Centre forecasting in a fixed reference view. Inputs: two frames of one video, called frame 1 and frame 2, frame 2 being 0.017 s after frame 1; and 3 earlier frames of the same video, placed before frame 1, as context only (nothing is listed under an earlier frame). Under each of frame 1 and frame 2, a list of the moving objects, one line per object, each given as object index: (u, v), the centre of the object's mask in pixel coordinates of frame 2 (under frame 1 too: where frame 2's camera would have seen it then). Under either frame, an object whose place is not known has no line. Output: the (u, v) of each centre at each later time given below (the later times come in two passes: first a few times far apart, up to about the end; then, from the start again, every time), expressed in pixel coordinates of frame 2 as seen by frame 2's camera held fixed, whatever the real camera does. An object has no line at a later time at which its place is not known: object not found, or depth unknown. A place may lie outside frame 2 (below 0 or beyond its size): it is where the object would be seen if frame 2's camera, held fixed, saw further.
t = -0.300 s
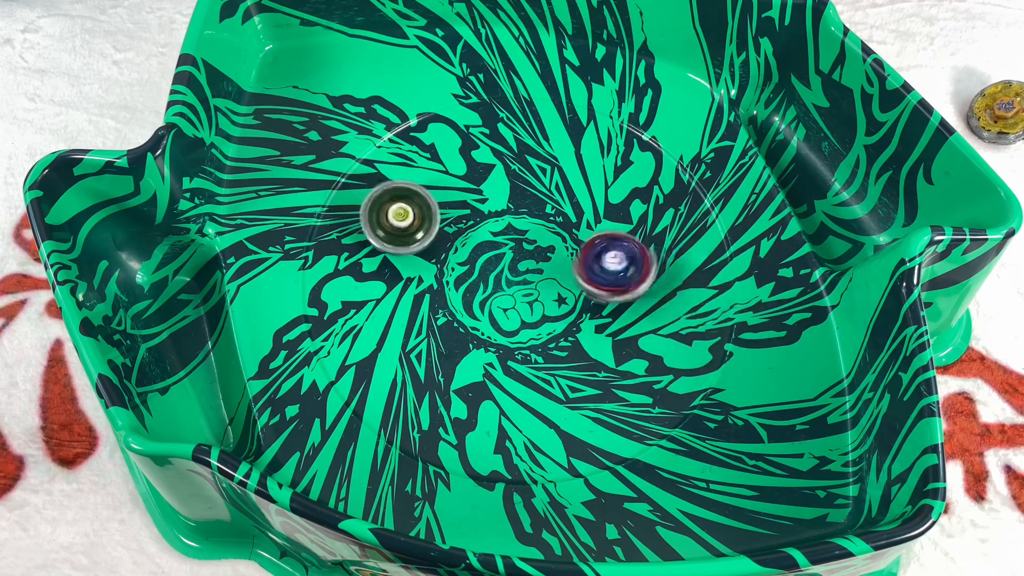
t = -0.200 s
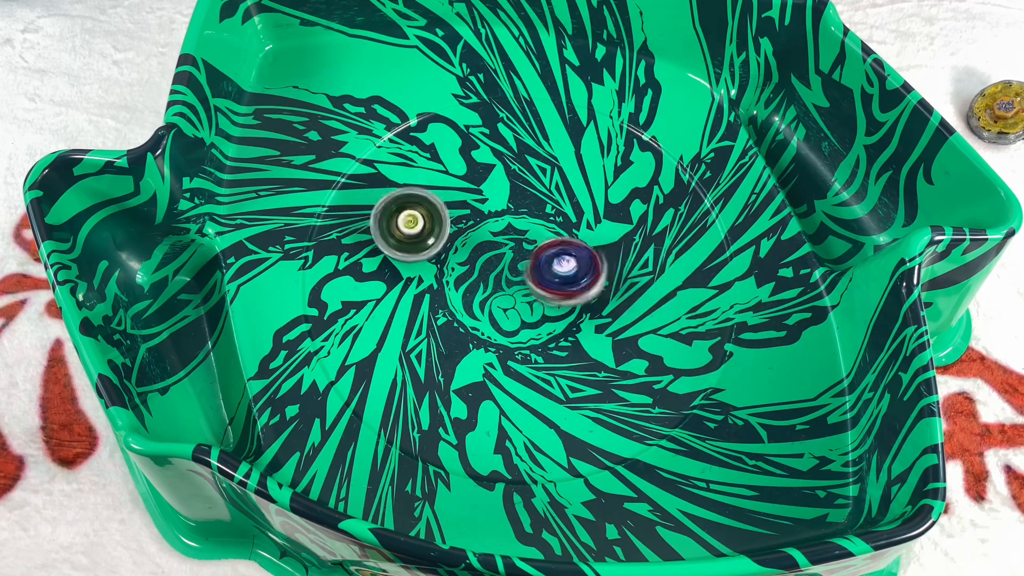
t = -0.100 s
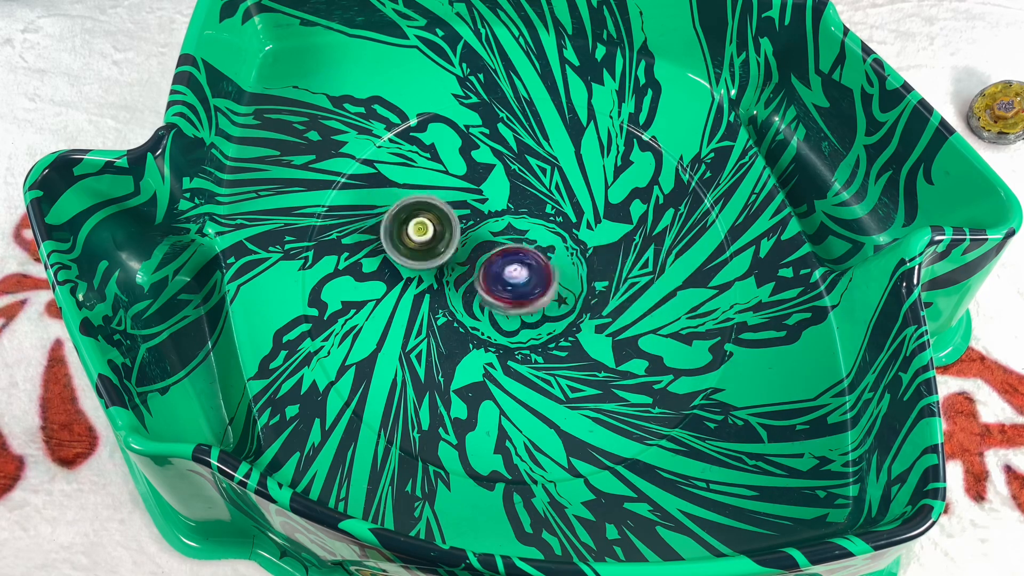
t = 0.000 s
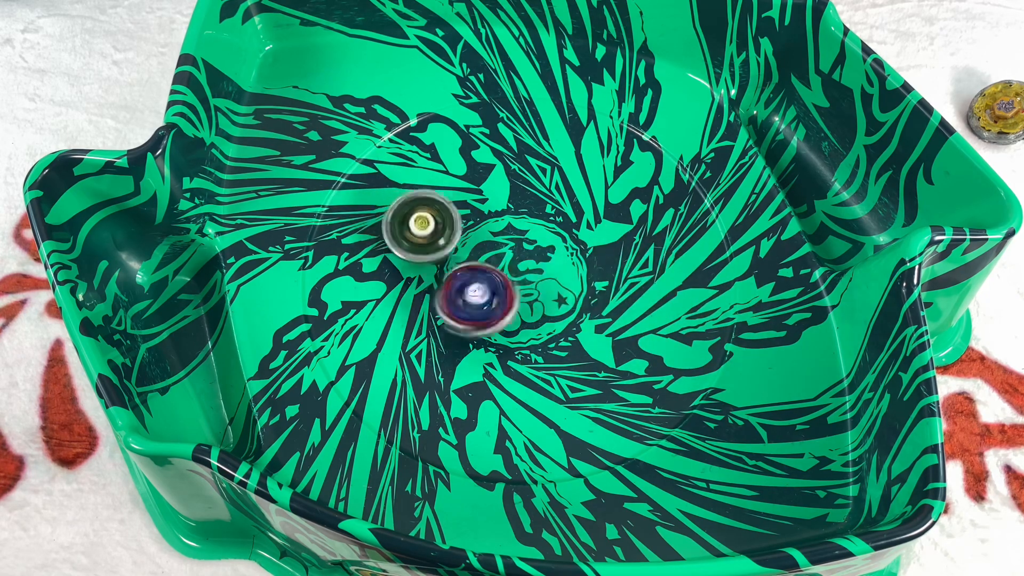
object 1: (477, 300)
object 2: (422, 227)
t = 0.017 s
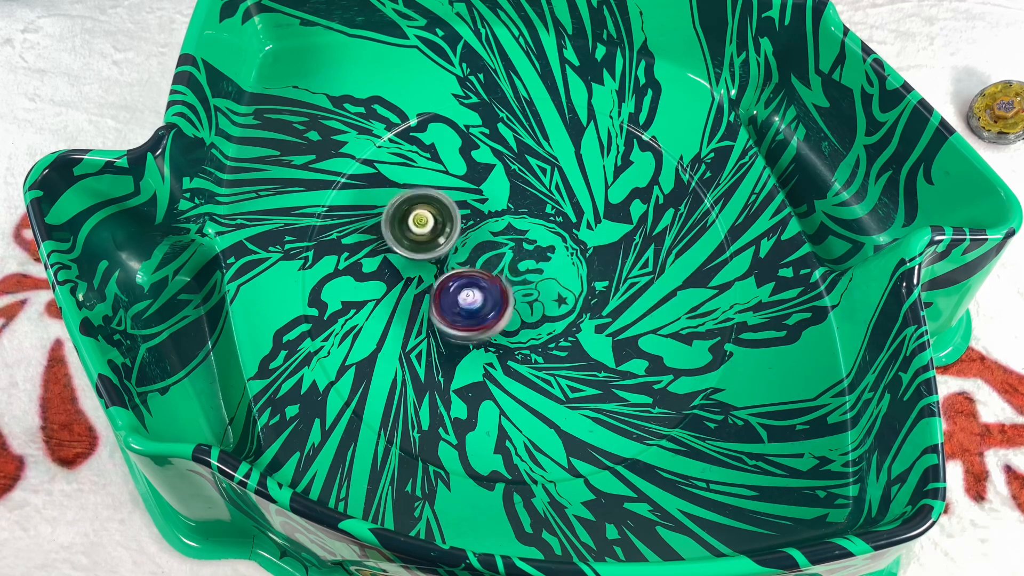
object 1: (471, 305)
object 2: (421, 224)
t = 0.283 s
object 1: (439, 389)
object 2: (435, 236)
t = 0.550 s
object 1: (502, 347)
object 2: (451, 261)
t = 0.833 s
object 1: (581, 309)
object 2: (421, 152)
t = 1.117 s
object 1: (550, 230)
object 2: (423, 173)
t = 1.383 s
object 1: (510, 255)
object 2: (373, 156)
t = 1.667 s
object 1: (563, 320)
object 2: (384, 178)
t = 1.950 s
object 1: (600, 299)
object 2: (424, 212)
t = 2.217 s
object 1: (533, 289)
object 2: (457, 230)
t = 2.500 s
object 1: (482, 342)
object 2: (416, 161)
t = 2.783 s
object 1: (466, 326)
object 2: (420, 177)
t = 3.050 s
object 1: (498, 283)
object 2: (433, 204)
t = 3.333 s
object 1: (521, 296)
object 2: (447, 220)
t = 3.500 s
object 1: (517, 294)
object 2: (448, 230)
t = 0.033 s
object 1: (466, 309)
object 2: (422, 223)
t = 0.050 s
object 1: (461, 313)
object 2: (422, 222)
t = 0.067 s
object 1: (455, 318)
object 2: (423, 222)
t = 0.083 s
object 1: (450, 324)
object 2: (424, 222)
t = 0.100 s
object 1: (445, 329)
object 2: (426, 222)
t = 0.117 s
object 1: (442, 334)
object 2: (426, 223)
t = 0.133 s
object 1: (438, 340)
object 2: (428, 224)
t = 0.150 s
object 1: (434, 345)
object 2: (428, 225)
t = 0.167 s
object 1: (431, 351)
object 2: (429, 227)
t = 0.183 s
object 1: (430, 358)
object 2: (429, 228)
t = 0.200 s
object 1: (429, 364)
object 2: (431, 229)
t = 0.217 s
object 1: (429, 370)
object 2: (431, 231)
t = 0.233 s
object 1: (430, 375)
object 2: (432, 232)
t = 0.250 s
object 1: (432, 381)
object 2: (433, 233)
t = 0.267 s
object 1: (436, 385)
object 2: (434, 234)
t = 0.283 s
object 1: (439, 389)
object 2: (435, 236)
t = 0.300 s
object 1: (442, 391)
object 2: (436, 237)
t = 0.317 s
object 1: (445, 393)
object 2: (436, 238)
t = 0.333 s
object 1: (449, 394)
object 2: (437, 239)
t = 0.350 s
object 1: (454, 394)
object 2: (438, 241)
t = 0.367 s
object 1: (458, 393)
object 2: (439, 242)
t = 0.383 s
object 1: (463, 393)
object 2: (440, 244)
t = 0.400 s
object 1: (467, 392)
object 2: (441, 245)
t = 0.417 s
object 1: (473, 389)
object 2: (441, 247)
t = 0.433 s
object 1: (478, 385)
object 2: (442, 249)
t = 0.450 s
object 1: (482, 380)
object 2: (443, 250)
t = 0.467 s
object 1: (486, 376)
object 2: (444, 251)
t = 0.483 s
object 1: (489, 371)
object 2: (446, 253)
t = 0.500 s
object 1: (494, 365)
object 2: (446, 255)
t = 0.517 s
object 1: (497, 360)
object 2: (448, 257)
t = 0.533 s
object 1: (500, 353)
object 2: (449, 259)
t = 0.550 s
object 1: (502, 347)
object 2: (451, 261)
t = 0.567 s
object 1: (504, 341)
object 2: (452, 263)
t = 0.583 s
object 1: (506, 334)
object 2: (454, 265)
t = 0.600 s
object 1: (507, 327)
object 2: (455, 267)
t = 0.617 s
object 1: (514, 332)
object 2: (452, 257)
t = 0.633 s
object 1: (521, 336)
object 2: (446, 243)
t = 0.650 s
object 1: (527, 339)
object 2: (441, 231)
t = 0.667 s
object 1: (533, 340)
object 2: (437, 219)
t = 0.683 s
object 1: (539, 339)
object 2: (434, 208)
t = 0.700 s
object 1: (546, 337)
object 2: (431, 198)
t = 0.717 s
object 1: (551, 335)
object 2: (428, 189)
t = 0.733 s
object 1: (557, 333)
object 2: (426, 180)
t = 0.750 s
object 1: (562, 330)
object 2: (425, 173)
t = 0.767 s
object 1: (567, 326)
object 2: (423, 167)
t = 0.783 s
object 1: (571, 323)
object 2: (422, 161)
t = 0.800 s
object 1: (575, 319)
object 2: (422, 158)
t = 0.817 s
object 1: (578, 314)
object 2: (422, 155)
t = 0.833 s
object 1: (581, 309)
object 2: (421, 152)
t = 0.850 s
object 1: (583, 304)
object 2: (421, 151)
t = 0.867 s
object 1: (584, 299)
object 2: (421, 152)
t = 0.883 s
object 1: (586, 294)
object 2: (421, 152)
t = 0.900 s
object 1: (586, 288)
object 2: (421, 153)
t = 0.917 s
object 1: (586, 283)
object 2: (421, 154)
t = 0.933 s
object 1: (585, 278)
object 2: (421, 155)
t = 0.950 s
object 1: (584, 272)
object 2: (420, 157)
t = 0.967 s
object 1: (583, 267)
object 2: (420, 158)
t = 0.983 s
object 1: (580, 262)
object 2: (420, 160)
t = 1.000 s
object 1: (578, 258)
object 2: (420, 161)
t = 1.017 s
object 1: (575, 253)
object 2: (420, 163)
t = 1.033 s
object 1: (571, 247)
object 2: (420, 164)
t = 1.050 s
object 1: (568, 243)
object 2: (421, 166)
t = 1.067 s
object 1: (564, 240)
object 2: (421, 168)
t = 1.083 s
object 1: (559, 236)
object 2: (422, 170)
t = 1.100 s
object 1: (554, 232)
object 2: (422, 172)
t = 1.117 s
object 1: (550, 230)
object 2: (423, 173)
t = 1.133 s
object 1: (545, 227)
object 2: (424, 175)
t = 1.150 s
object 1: (540, 225)
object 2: (424, 177)
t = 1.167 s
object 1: (534, 222)
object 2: (425, 179)
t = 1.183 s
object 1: (529, 221)
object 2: (425, 181)
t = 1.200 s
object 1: (524, 220)
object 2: (426, 182)
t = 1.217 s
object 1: (518, 219)
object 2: (426, 185)
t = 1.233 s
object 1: (512, 218)
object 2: (427, 186)
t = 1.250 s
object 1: (506, 218)
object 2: (427, 187)
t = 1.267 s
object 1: (501, 218)
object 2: (427, 188)
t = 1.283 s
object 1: (503, 224)
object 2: (419, 183)
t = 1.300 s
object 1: (505, 230)
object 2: (408, 175)
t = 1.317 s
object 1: (506, 237)
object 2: (399, 169)
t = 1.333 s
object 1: (506, 241)
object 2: (391, 164)
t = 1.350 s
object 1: (507, 245)
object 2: (383, 161)
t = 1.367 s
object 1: (509, 250)
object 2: (378, 158)
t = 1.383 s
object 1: (510, 255)
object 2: (373, 156)
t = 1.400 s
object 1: (512, 261)
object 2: (370, 154)
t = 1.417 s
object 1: (514, 265)
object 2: (369, 154)
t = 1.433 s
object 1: (516, 269)
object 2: (368, 154)
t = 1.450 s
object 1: (519, 274)
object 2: (368, 155)
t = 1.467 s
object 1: (522, 279)
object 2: (367, 156)
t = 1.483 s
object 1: (524, 283)
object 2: (368, 157)
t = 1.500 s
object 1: (526, 287)
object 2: (368, 158)
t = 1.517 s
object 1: (530, 290)
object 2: (369, 160)
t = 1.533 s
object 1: (533, 295)
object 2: (370, 161)
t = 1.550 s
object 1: (536, 300)
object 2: (372, 163)
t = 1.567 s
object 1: (540, 303)
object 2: (373, 164)
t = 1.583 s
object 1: (543, 306)
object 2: (374, 167)
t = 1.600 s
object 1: (547, 309)
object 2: (376, 168)
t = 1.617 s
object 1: (551, 313)
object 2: (378, 171)
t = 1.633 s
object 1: (555, 316)
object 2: (380, 173)
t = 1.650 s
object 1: (559, 318)
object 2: (382, 175)
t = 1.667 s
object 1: (563, 320)
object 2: (384, 178)
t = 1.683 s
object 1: (568, 322)
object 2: (386, 180)
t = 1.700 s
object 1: (572, 323)
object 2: (389, 182)
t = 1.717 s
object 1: (577, 325)
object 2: (391, 185)
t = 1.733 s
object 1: (581, 325)
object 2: (394, 187)
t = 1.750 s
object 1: (585, 325)
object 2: (396, 189)
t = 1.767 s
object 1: (590, 324)
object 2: (399, 192)
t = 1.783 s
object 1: (593, 323)
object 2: (402, 194)
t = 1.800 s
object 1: (597, 322)
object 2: (404, 196)
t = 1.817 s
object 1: (598, 321)
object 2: (406, 198)
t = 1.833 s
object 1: (600, 319)
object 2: (408, 200)
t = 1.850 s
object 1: (602, 316)
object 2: (411, 202)
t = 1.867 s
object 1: (603, 314)
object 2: (413, 203)
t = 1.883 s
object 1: (604, 312)
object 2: (415, 205)
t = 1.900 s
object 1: (604, 309)
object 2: (417, 207)
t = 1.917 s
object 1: (604, 306)
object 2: (420, 209)
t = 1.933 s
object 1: (603, 302)
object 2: (421, 210)
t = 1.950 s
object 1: (600, 299)
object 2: (424, 212)
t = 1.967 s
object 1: (597, 295)
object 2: (426, 214)
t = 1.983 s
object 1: (594, 292)
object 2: (427, 215)
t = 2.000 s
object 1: (591, 290)
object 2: (429, 217)
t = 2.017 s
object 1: (587, 288)
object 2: (431, 219)
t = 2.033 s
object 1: (583, 285)
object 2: (433, 220)
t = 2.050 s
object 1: (578, 283)
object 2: (435, 222)
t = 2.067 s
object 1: (573, 282)
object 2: (438, 224)
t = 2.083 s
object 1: (568, 280)
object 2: (440, 226)
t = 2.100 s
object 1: (562, 279)
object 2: (443, 229)
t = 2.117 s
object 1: (558, 279)
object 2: (447, 231)
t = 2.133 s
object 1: (553, 278)
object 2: (450, 234)
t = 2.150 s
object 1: (548, 278)
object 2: (453, 237)
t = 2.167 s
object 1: (542, 277)
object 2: (457, 240)
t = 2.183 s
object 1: (536, 276)
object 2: (461, 243)
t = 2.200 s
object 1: (533, 279)
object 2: (463, 241)
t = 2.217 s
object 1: (533, 289)
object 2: (457, 230)
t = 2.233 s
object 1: (532, 295)
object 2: (453, 217)
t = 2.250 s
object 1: (529, 304)
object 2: (449, 209)
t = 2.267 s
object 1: (526, 313)
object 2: (444, 204)
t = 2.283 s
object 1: (523, 318)
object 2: (440, 195)
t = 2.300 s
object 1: (521, 324)
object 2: (436, 187)
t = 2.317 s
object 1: (518, 328)
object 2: (432, 182)
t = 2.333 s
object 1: (513, 333)
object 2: (429, 176)
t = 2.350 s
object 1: (509, 334)
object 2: (426, 171)
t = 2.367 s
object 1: (505, 336)
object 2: (422, 167)
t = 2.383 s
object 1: (502, 335)
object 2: (420, 163)
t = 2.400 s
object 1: (499, 336)
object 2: (418, 161)
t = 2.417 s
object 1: (494, 338)
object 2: (416, 159)
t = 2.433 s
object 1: (490, 338)
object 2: (416, 159)
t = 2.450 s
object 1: (488, 339)
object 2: (416, 159)
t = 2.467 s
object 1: (485, 339)
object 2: (415, 159)
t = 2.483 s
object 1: (484, 339)
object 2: (416, 160)
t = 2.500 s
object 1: (482, 342)
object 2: (416, 161)
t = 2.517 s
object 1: (479, 343)
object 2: (416, 161)
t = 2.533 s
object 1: (478, 344)
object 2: (416, 162)
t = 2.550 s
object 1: (475, 344)
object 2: (416, 163)
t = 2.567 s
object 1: (473, 344)
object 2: (416, 164)
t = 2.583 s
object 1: (472, 344)
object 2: (416, 164)
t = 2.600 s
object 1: (471, 343)
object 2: (417, 165)
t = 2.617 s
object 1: (471, 343)
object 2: (417, 167)
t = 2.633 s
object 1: (471, 342)
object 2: (417, 167)
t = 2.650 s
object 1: (471, 341)
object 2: (418, 168)
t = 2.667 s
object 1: (469, 340)
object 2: (418, 169)
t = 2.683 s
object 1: (468, 339)
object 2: (418, 170)
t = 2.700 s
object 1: (467, 338)
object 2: (418, 171)
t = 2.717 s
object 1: (465, 336)
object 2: (418, 172)
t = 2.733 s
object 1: (465, 333)
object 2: (419, 173)
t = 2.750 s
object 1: (465, 331)
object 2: (419, 174)
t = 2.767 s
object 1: (465, 328)
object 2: (420, 176)
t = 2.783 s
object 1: (466, 326)
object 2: (420, 177)
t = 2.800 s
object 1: (469, 326)
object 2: (421, 178)
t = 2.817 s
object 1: (470, 323)
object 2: (421, 179)
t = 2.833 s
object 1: (471, 320)
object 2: (421, 180)
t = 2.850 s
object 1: (472, 316)
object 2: (422, 181)
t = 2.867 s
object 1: (473, 313)
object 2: (423, 183)
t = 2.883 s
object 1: (475, 310)
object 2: (423, 184)
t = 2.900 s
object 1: (479, 308)
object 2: (424, 186)
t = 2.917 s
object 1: (482, 307)
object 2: (424, 187)
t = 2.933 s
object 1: (484, 304)
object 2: (425, 189)
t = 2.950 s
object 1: (485, 300)
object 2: (426, 190)
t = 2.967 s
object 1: (486, 296)
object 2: (426, 192)
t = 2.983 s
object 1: (487, 292)
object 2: (427, 194)
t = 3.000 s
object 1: (488, 288)
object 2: (428, 196)
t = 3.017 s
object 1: (491, 286)
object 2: (430, 198)
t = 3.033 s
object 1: (495, 285)
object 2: (431, 201)
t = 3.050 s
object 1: (498, 283)
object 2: (433, 204)
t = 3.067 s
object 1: (499, 281)
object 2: (435, 208)
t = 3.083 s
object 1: (500, 279)
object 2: (437, 211)
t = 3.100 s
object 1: (500, 278)
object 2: (440, 215)
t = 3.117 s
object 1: (501, 276)
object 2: (443, 220)
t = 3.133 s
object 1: (503, 276)
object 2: (445, 223)
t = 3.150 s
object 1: (508, 282)
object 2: (443, 220)
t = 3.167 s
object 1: (513, 288)
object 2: (443, 217)
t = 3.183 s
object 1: (517, 291)
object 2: (443, 216)
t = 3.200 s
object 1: (519, 294)
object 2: (443, 215)
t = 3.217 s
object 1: (520, 297)
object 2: (445, 214)
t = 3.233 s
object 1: (521, 298)
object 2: (445, 214)
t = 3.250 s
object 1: (522, 298)
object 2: (445, 215)
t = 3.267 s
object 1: (522, 298)
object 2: (446, 216)
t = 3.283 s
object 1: (522, 297)
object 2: (447, 217)
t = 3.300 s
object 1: (522, 297)
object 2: (447, 218)
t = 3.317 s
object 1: (521, 297)
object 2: (447, 219)
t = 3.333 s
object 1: (521, 296)
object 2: (447, 220)
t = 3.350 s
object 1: (521, 296)
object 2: (447, 221)
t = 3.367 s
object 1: (520, 296)
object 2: (447, 222)
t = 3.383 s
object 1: (520, 296)
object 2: (448, 223)
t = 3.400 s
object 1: (520, 295)
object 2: (448, 224)
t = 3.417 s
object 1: (519, 295)
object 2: (448, 226)
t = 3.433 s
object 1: (519, 295)
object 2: (448, 227)
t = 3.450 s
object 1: (518, 295)
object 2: (448, 228)
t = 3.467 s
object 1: (518, 294)
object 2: (448, 229)
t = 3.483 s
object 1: (518, 294)
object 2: (448, 230)
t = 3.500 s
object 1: (517, 294)
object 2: (448, 230)
